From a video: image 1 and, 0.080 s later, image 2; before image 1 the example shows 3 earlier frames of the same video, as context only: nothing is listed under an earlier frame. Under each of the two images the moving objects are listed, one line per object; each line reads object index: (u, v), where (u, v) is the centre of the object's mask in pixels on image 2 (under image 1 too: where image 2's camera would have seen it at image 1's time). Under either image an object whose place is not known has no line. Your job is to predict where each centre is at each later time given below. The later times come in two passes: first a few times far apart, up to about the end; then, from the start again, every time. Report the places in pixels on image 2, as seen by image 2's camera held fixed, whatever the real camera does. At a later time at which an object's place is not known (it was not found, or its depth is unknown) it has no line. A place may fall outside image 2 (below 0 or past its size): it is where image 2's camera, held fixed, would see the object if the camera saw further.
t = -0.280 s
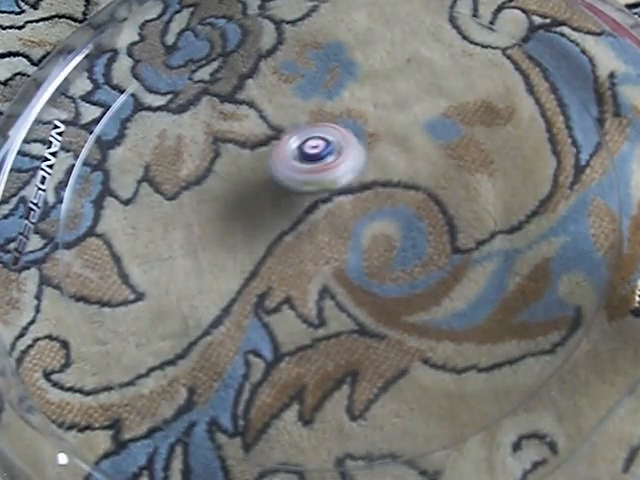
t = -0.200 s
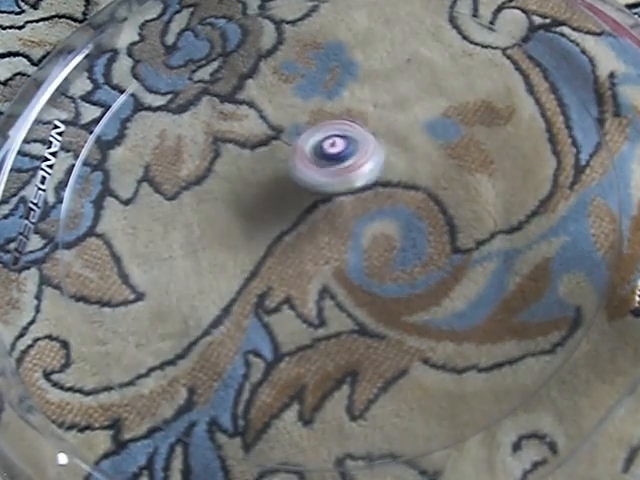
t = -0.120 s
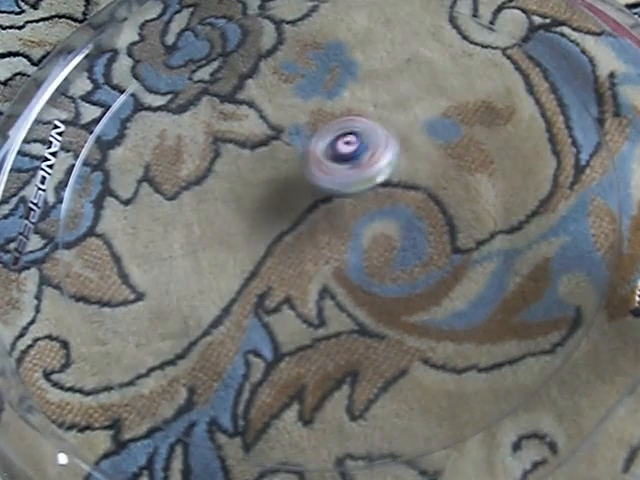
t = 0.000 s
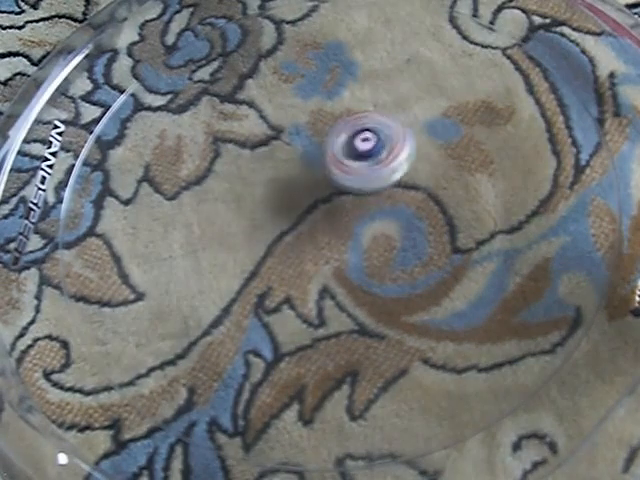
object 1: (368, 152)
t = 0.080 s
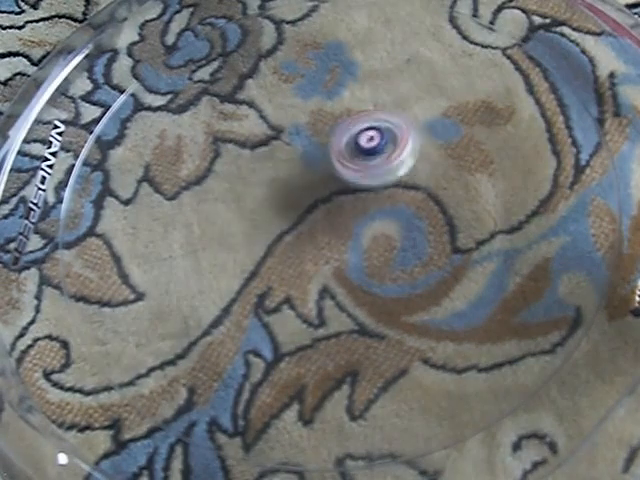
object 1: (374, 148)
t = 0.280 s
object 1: (381, 156)
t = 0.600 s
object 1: (388, 199)
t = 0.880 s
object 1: (399, 230)
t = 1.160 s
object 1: (394, 238)
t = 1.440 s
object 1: (352, 252)
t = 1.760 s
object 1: (313, 263)
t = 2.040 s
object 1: (304, 256)
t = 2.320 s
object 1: (288, 226)
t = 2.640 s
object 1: (276, 209)
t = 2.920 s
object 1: (288, 197)
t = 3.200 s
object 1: (310, 172)
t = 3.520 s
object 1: (326, 162)
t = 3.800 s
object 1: (349, 168)
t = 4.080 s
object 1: (370, 178)
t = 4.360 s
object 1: (381, 189)
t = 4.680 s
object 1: (388, 210)
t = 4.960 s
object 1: (379, 230)
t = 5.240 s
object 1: (368, 241)
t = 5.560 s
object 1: (352, 245)
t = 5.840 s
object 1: (331, 250)
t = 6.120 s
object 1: (318, 247)
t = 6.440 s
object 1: (304, 239)
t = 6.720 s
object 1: (294, 225)
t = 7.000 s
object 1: (294, 210)
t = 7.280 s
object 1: (304, 193)
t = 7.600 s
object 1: (317, 182)
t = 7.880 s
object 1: (339, 181)
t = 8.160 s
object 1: (357, 186)
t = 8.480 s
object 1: (367, 192)
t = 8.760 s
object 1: (364, 202)
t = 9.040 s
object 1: (362, 209)
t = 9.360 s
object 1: (364, 215)
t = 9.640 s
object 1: (355, 229)
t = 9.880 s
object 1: (349, 214)
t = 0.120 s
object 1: (375, 151)
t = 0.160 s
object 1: (379, 151)
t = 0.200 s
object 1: (379, 150)
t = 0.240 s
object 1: (380, 153)
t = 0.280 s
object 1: (381, 156)
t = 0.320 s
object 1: (383, 159)
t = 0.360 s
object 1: (382, 162)
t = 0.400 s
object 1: (382, 167)
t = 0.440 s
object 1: (384, 172)
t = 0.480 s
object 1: (384, 178)
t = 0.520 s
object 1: (385, 185)
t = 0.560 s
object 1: (387, 192)
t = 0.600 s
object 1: (388, 199)
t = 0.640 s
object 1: (390, 206)
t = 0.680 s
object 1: (391, 213)
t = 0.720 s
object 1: (393, 219)
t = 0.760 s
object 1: (395, 223)
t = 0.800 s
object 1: (396, 227)
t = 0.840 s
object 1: (399, 230)
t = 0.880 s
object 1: (399, 230)
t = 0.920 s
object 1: (398, 233)
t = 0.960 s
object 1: (399, 235)
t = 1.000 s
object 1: (400, 236)
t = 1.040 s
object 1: (398, 236)
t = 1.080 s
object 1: (397, 237)
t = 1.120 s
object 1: (395, 238)
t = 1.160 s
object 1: (394, 238)
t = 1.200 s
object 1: (389, 241)
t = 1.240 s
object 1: (384, 241)
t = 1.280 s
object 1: (378, 242)
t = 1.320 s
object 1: (372, 245)
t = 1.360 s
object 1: (364, 245)
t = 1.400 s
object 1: (356, 249)
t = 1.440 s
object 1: (352, 252)
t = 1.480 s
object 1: (344, 251)
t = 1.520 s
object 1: (335, 255)
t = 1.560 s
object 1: (332, 259)
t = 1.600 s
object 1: (327, 258)
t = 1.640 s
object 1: (320, 261)
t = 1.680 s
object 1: (318, 266)
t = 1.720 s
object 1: (318, 266)
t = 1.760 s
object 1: (313, 263)
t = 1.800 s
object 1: (308, 267)
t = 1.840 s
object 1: (309, 269)
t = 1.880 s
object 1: (310, 266)
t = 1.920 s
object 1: (307, 262)
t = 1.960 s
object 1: (303, 262)
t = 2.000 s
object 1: (304, 261)
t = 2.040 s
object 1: (304, 256)
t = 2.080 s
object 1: (301, 252)
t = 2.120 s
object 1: (299, 249)
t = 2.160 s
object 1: (298, 244)
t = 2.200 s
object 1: (296, 238)
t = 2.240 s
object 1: (291, 234)
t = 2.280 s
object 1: (290, 232)
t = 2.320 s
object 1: (288, 226)
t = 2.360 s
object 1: (284, 221)
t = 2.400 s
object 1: (280, 220)
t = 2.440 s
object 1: (279, 219)
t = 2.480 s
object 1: (278, 212)
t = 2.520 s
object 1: (274, 210)
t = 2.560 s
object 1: (271, 213)
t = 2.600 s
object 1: (274, 213)
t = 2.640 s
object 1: (276, 209)
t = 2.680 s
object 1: (274, 205)
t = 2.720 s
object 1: (273, 205)
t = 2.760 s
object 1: (275, 205)
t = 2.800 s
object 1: (279, 204)
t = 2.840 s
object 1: (283, 200)
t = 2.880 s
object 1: (285, 196)
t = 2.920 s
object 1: (288, 197)
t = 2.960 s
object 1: (293, 194)
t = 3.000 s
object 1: (296, 188)
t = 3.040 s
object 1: (297, 185)
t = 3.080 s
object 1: (302, 184)
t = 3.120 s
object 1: (307, 179)
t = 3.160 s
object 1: (308, 174)
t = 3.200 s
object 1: (310, 172)
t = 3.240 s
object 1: (315, 172)
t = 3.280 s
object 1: (318, 167)
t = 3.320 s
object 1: (317, 163)
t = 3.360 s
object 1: (316, 164)
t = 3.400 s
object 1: (320, 166)
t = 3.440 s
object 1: (325, 165)
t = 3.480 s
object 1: (326, 162)
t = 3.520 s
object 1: (326, 162)
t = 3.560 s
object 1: (327, 163)
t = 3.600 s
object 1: (331, 165)
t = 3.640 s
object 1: (335, 165)
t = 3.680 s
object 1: (339, 163)
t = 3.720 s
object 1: (341, 165)
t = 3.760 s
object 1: (344, 168)
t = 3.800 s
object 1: (349, 168)
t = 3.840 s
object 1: (352, 166)
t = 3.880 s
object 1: (354, 169)
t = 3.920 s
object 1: (359, 172)
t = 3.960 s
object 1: (365, 171)
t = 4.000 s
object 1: (366, 170)
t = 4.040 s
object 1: (367, 173)
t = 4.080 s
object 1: (370, 178)
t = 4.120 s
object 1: (375, 177)
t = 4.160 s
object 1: (376, 176)
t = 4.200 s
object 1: (376, 178)
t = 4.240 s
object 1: (377, 183)
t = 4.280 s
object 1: (380, 186)
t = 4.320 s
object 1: (383, 186)
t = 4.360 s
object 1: (381, 189)
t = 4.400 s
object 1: (381, 192)
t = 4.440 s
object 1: (383, 196)
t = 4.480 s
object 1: (386, 198)
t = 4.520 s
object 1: (387, 199)
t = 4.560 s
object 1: (384, 202)
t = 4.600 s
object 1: (384, 207)
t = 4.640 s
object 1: (387, 211)
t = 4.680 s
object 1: (388, 210)
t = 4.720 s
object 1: (386, 211)
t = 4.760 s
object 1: (384, 217)
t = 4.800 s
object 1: (385, 222)
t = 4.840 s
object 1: (386, 222)
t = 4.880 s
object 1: (382, 221)
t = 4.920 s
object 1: (379, 225)
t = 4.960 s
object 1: (379, 230)
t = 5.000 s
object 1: (378, 233)
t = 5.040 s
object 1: (374, 233)
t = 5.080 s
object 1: (371, 235)
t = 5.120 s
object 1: (369, 236)
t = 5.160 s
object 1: (369, 239)
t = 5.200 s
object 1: (369, 241)
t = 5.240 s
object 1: (368, 241)
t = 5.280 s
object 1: (366, 241)
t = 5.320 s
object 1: (362, 242)
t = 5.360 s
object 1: (362, 244)
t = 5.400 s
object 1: (361, 245)
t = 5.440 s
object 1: (361, 245)
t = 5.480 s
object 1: (358, 244)
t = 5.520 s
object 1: (355, 243)
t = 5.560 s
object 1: (352, 245)
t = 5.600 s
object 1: (350, 247)
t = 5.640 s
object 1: (347, 248)
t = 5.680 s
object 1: (344, 246)
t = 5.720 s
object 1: (339, 245)
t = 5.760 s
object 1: (335, 248)
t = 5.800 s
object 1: (333, 251)
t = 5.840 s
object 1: (331, 250)
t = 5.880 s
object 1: (327, 249)
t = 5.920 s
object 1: (323, 248)
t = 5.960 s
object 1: (321, 251)
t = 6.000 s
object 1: (322, 252)
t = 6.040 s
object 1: (322, 251)
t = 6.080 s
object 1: (320, 248)
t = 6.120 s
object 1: (318, 247)
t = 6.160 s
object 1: (317, 246)
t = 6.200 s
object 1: (315, 247)
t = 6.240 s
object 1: (314, 246)
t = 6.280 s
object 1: (314, 244)
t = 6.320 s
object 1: (311, 241)
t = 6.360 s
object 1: (308, 240)
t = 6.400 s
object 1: (305, 241)
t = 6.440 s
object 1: (304, 239)
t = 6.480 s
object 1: (302, 235)
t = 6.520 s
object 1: (299, 232)
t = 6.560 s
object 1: (295, 234)
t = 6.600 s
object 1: (294, 235)
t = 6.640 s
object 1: (295, 232)
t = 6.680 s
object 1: (296, 227)
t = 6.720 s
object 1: (294, 225)
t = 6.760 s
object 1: (291, 224)
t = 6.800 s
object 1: (290, 224)
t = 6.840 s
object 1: (293, 222)
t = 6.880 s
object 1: (296, 219)
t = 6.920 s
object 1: (297, 215)
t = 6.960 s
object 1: (294, 211)
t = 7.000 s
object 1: (294, 210)
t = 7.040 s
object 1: (298, 209)
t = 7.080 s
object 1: (300, 204)
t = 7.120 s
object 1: (300, 199)
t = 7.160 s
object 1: (298, 196)
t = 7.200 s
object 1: (297, 198)
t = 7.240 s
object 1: (300, 198)
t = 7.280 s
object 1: (304, 193)
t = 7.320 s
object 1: (305, 187)
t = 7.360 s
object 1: (305, 186)
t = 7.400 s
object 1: (305, 188)
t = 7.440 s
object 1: (309, 189)
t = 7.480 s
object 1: (314, 187)
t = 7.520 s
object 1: (315, 184)
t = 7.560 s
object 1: (316, 182)
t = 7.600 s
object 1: (317, 182)
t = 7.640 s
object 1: (321, 183)
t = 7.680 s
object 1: (326, 184)
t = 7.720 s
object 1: (331, 181)
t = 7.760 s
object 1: (334, 177)
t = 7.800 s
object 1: (334, 176)
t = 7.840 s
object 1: (334, 179)
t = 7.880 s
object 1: (339, 181)
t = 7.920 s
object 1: (345, 180)
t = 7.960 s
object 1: (347, 177)
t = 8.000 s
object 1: (346, 177)
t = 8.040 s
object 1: (346, 180)
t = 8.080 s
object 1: (349, 184)
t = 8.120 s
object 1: (353, 187)
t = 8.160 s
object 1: (357, 186)
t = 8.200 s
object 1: (359, 184)
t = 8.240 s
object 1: (357, 184)
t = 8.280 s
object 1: (356, 189)
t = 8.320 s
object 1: (358, 193)
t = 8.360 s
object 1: (363, 197)
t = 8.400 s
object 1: (367, 196)
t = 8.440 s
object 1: (368, 193)
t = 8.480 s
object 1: (367, 192)
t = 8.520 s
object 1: (361, 197)
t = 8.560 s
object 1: (364, 202)
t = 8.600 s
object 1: (368, 205)
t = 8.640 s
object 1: (371, 202)
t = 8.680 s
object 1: (370, 199)
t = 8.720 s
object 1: (369, 198)
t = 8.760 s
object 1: (364, 202)
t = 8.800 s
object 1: (364, 207)
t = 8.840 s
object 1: (367, 212)
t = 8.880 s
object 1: (371, 214)
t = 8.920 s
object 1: (375, 212)
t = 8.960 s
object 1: (373, 207)
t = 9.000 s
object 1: (367, 207)
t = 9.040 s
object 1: (362, 209)
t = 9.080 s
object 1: (359, 215)
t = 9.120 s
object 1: (360, 220)
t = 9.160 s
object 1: (363, 225)
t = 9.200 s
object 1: (364, 224)
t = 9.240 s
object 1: (369, 223)
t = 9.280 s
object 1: (370, 220)
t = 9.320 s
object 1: (367, 216)
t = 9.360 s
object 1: (364, 215)
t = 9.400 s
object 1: (362, 212)
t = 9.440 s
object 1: (355, 215)
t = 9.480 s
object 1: (352, 218)
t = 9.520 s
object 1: (352, 222)
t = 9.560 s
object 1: (352, 226)
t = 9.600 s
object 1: (354, 229)
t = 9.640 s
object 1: (355, 229)
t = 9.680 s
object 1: (355, 229)
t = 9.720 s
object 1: (354, 228)
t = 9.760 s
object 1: (352, 225)
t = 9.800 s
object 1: (350, 222)
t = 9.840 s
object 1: (348, 219)
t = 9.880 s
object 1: (349, 214)
